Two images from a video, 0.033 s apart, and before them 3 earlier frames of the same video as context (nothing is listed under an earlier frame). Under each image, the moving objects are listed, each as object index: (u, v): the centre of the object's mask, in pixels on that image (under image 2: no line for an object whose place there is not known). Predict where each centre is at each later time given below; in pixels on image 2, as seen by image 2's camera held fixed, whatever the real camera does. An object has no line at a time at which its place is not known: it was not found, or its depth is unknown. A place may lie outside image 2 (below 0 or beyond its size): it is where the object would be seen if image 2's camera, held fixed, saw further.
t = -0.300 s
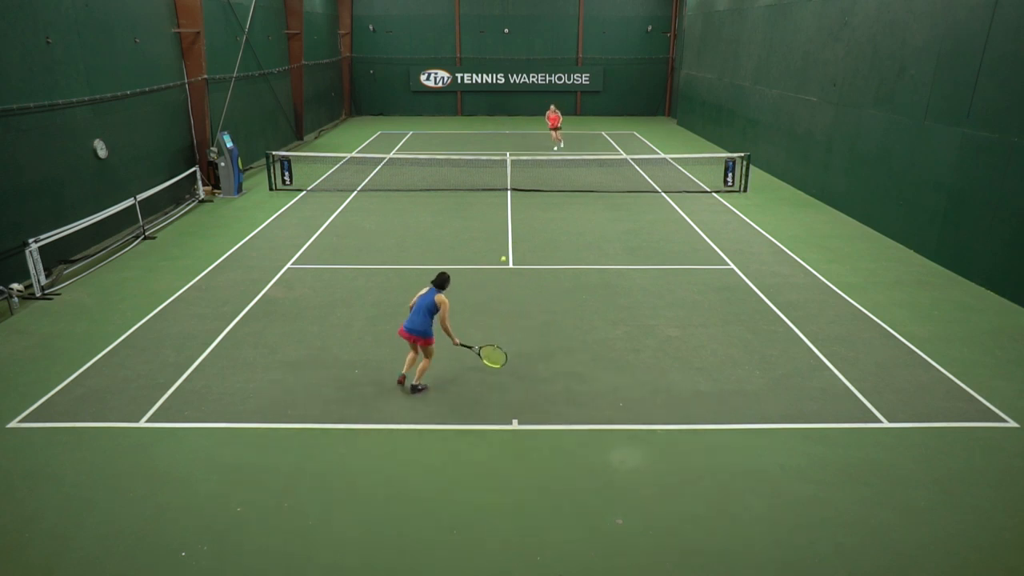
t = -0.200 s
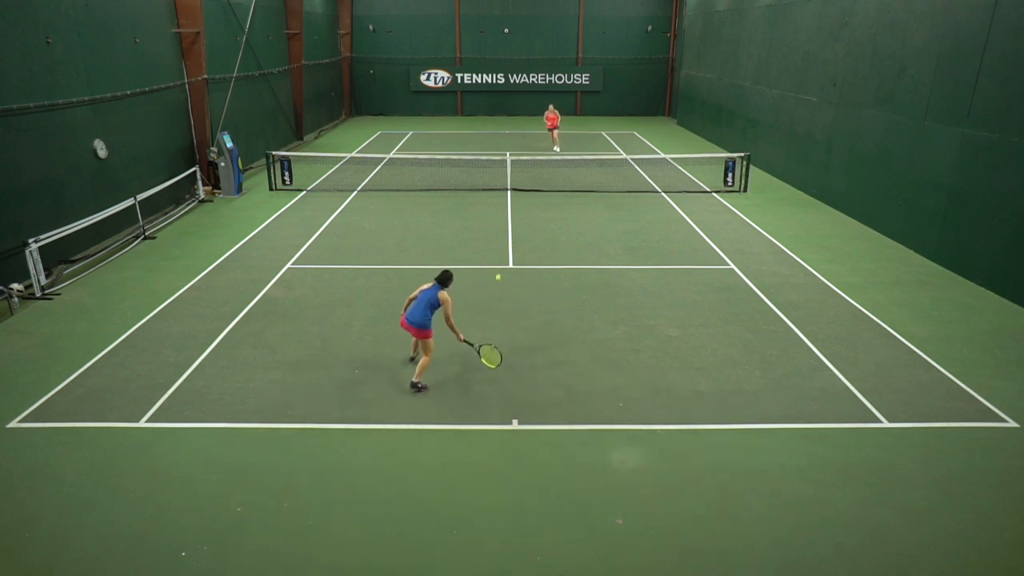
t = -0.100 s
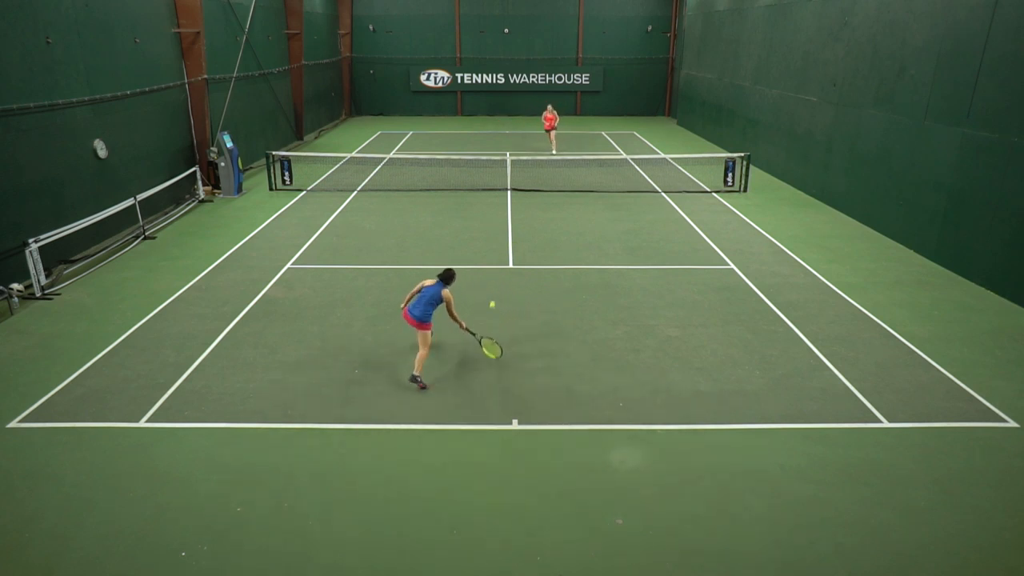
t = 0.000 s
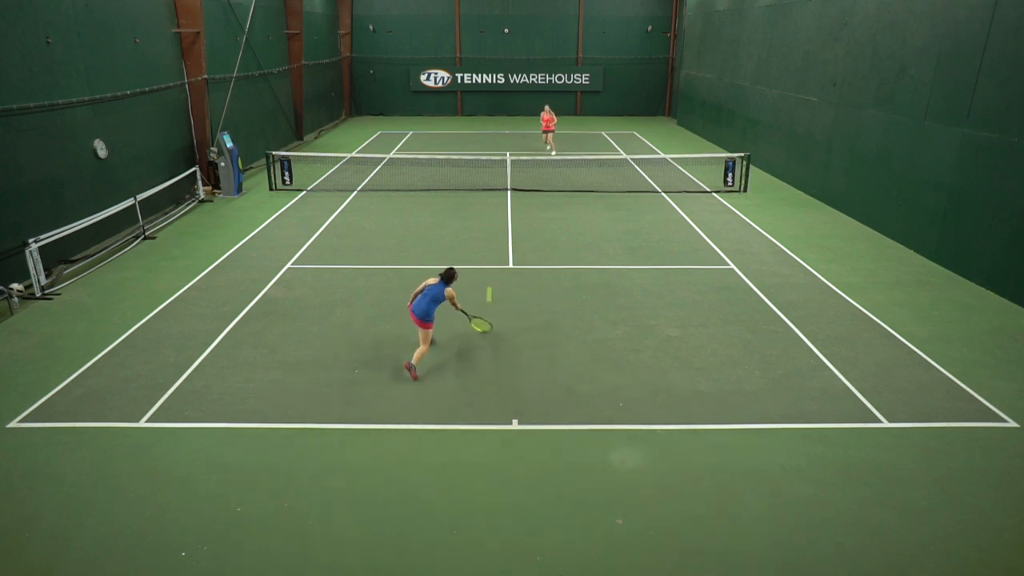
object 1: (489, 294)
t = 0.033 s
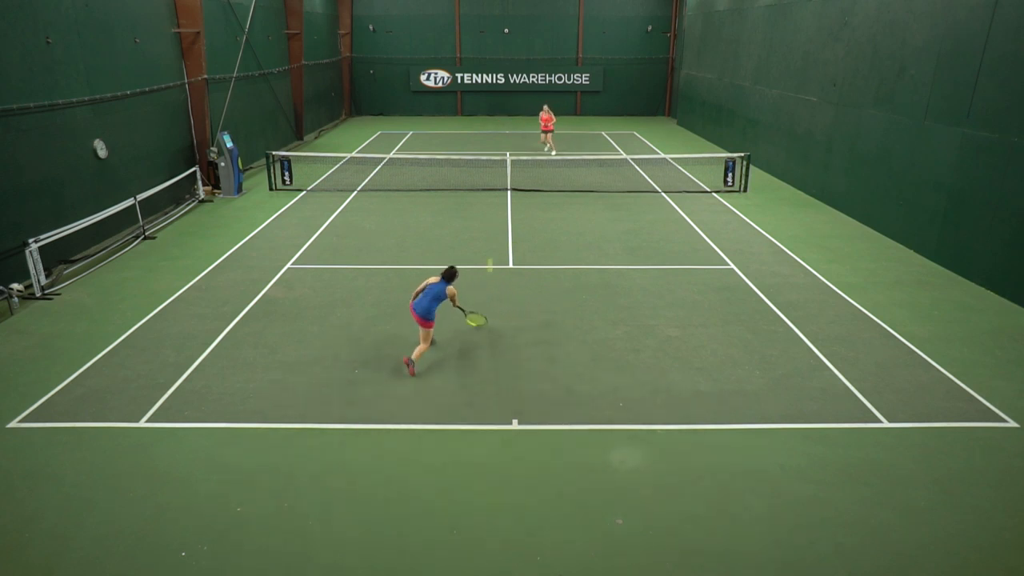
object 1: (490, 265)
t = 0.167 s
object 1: (493, 174)
